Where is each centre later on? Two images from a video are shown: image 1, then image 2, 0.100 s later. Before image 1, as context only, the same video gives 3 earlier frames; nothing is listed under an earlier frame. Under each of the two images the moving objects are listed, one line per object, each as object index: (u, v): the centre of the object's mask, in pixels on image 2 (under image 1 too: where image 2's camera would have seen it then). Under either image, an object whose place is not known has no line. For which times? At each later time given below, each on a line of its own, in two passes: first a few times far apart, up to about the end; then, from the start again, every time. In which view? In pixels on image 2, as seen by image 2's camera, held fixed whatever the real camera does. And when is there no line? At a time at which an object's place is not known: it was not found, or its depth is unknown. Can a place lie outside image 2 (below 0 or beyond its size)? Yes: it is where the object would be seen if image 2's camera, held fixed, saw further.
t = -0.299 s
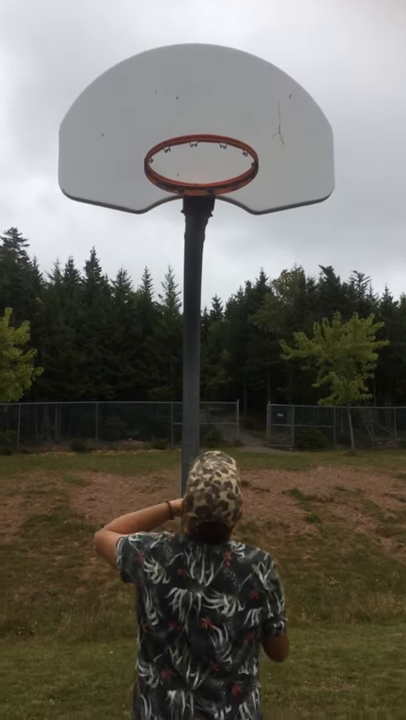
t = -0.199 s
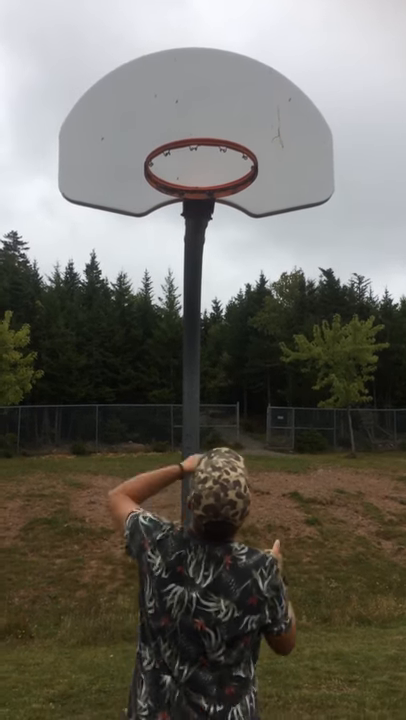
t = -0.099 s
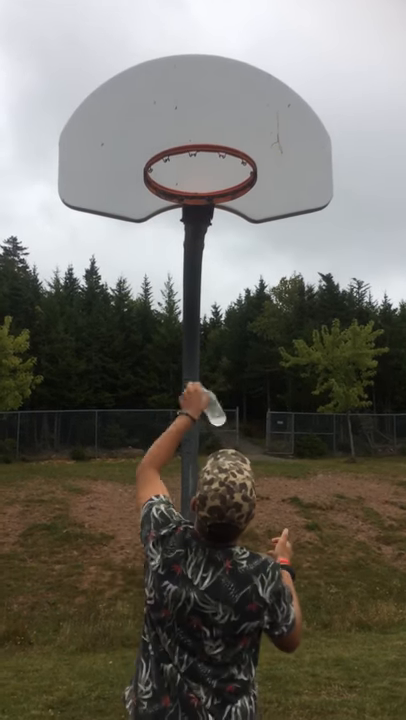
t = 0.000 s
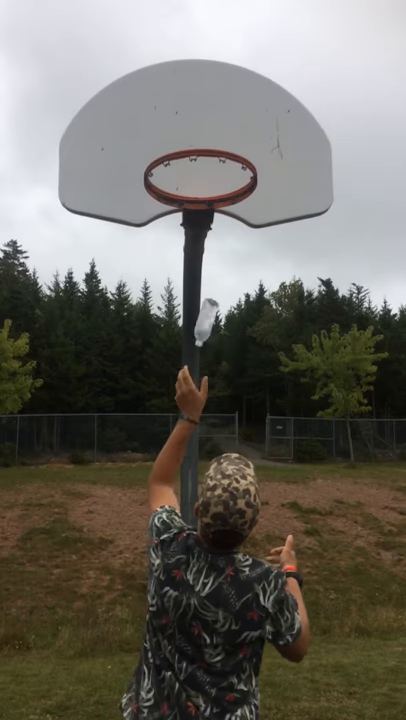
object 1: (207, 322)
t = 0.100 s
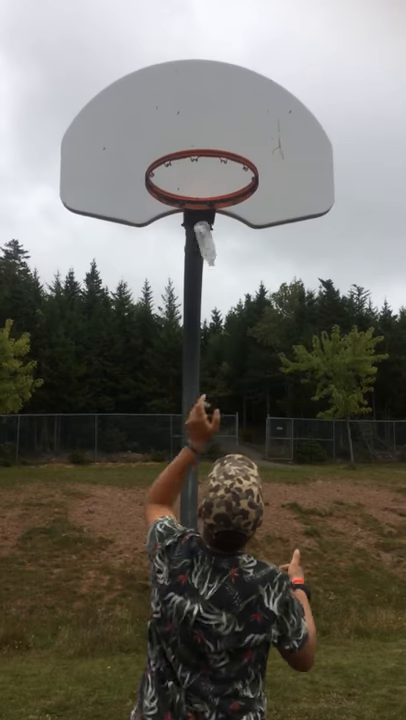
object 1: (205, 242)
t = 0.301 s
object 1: (197, 167)
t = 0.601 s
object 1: (185, 211)
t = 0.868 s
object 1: (182, 401)
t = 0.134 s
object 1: (205, 223)
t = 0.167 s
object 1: (203, 206)
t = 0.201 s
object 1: (202, 192)
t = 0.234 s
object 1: (201, 182)
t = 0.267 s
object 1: (199, 172)
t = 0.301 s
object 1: (197, 167)
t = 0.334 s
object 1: (190, 163)
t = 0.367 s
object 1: (186, 164)
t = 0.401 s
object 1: (186, 166)
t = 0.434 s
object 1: (186, 169)
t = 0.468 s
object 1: (188, 172)
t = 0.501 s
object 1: (188, 176)
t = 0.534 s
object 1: (186, 187)
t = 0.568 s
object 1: (185, 198)
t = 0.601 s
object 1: (185, 211)
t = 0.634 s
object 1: (185, 225)
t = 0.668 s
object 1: (184, 242)
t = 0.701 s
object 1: (184, 262)
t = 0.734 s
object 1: (183, 285)
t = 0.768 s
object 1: (182, 311)
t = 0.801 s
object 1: (183, 339)
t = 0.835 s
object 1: (183, 369)
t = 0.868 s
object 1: (182, 401)
